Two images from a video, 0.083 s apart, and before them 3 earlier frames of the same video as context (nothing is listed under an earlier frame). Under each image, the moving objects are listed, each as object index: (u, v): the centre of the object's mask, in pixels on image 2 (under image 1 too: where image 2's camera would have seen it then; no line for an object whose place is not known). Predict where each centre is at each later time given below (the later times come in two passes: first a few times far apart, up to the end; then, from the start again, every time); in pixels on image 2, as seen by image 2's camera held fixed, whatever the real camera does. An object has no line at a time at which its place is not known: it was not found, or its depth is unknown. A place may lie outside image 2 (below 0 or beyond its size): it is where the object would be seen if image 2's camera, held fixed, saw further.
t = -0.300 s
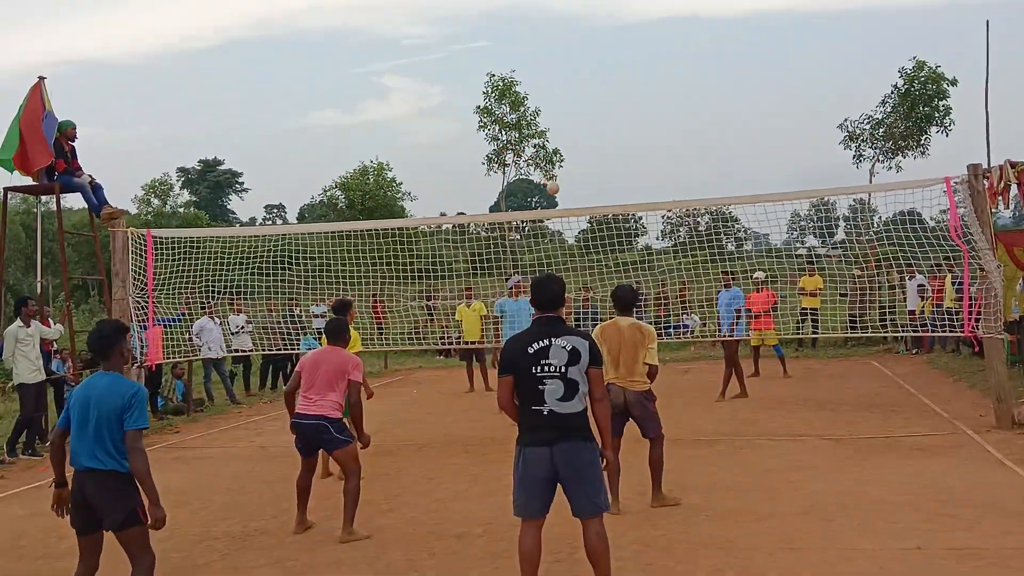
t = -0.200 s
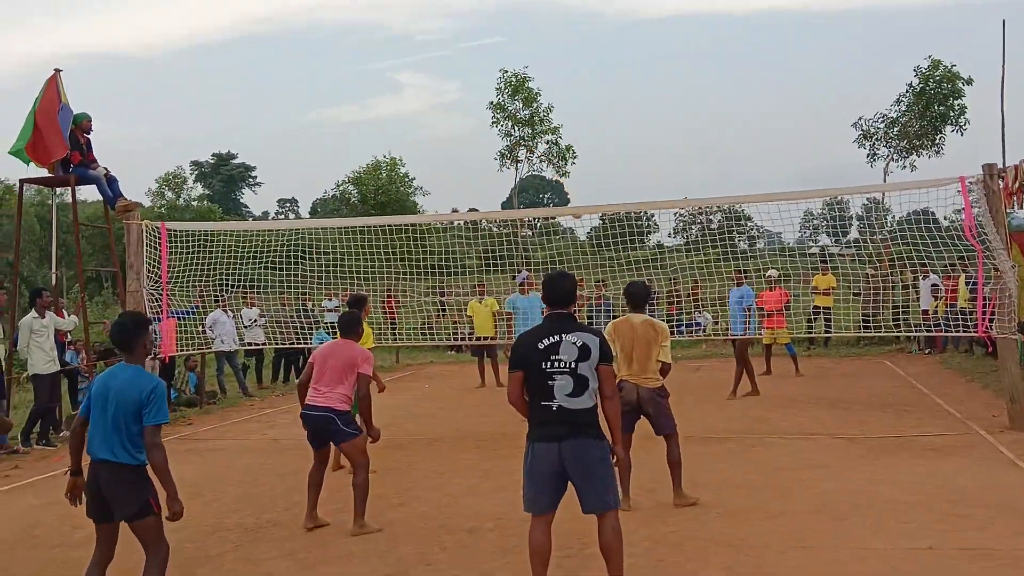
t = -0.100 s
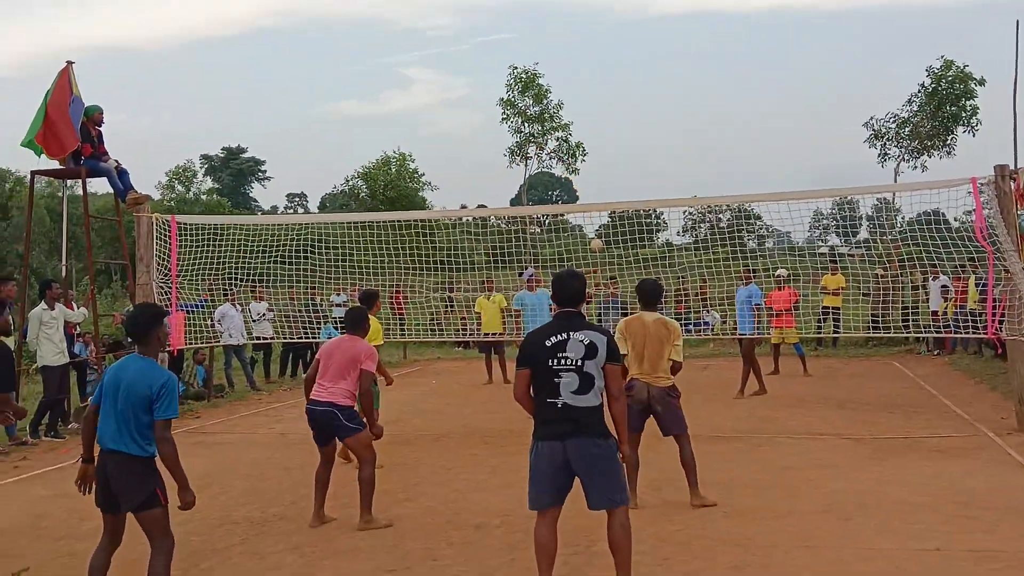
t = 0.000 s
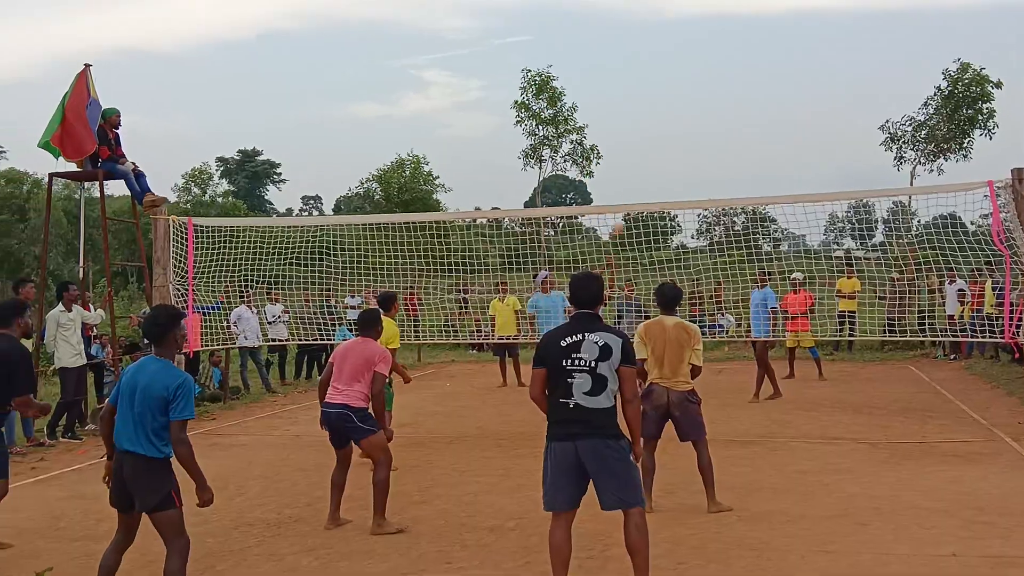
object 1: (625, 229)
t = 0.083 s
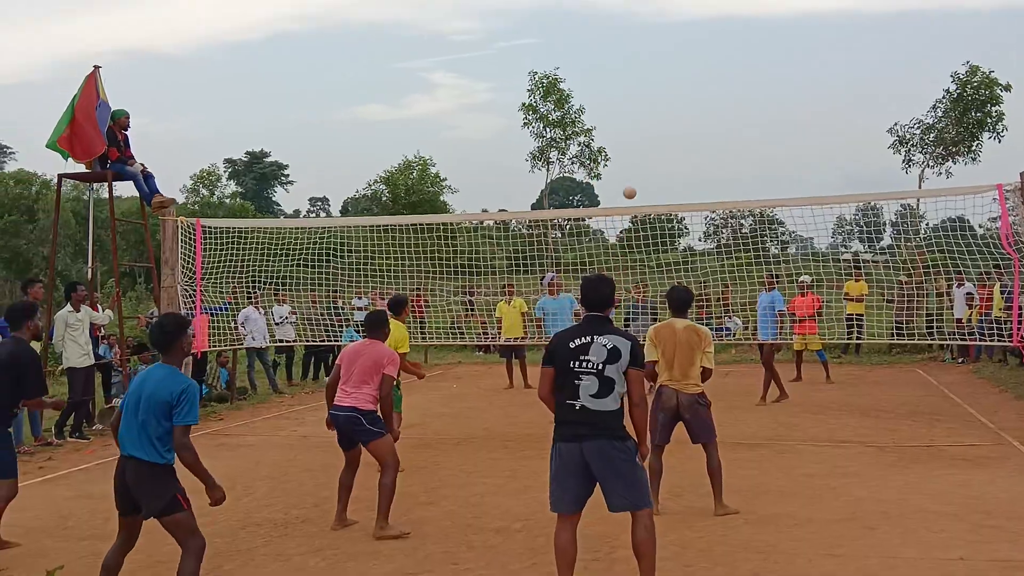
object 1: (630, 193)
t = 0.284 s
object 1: (645, 113)
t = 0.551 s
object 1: (675, 45)
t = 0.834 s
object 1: (731, 50)
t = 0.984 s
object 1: (774, 107)
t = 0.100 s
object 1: (631, 186)
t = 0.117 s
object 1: (632, 178)
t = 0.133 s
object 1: (633, 171)
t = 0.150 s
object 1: (634, 164)
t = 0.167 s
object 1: (635, 157)
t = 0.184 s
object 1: (637, 151)
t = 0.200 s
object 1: (638, 144)
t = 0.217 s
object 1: (639, 138)
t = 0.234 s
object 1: (641, 132)
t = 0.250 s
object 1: (642, 125)
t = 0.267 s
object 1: (643, 119)
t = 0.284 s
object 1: (645, 113)
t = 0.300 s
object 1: (646, 108)
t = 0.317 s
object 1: (648, 102)
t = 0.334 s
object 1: (650, 97)
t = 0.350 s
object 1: (651, 92)
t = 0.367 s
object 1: (653, 87)
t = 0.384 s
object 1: (654, 82)
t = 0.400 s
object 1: (656, 77)
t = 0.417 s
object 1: (658, 73)
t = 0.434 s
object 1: (660, 69)
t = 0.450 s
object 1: (662, 65)
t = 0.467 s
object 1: (664, 61)
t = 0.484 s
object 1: (666, 57)
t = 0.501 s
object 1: (668, 54)
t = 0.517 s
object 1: (670, 51)
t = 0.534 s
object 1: (673, 48)
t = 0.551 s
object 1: (675, 45)
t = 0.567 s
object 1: (678, 42)
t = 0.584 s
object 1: (680, 40)
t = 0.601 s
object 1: (683, 39)
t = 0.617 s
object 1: (686, 37)
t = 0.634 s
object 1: (689, 36)
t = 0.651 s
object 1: (692, 35)
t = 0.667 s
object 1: (695, 34)
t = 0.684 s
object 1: (698, 34)
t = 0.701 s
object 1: (701, 34)
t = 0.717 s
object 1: (705, 35)
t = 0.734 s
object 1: (708, 36)
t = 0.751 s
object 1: (712, 37)
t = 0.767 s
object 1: (715, 39)
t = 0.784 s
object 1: (719, 41)
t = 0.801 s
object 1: (723, 44)
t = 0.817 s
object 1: (727, 47)
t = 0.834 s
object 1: (731, 50)
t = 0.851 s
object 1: (735, 54)
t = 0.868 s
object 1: (739, 59)
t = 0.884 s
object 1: (744, 64)
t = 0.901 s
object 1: (749, 69)
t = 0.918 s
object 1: (753, 76)
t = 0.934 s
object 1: (759, 83)
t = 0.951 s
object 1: (764, 90)
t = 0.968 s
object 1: (769, 99)
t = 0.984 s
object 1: (774, 107)
